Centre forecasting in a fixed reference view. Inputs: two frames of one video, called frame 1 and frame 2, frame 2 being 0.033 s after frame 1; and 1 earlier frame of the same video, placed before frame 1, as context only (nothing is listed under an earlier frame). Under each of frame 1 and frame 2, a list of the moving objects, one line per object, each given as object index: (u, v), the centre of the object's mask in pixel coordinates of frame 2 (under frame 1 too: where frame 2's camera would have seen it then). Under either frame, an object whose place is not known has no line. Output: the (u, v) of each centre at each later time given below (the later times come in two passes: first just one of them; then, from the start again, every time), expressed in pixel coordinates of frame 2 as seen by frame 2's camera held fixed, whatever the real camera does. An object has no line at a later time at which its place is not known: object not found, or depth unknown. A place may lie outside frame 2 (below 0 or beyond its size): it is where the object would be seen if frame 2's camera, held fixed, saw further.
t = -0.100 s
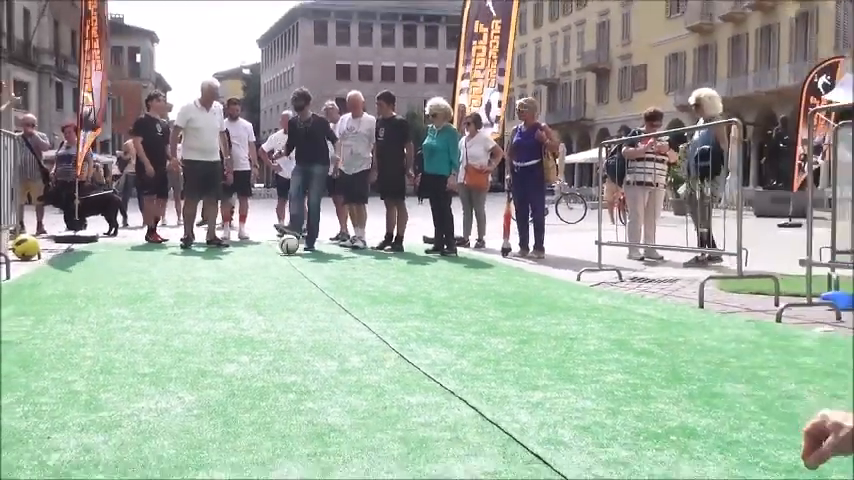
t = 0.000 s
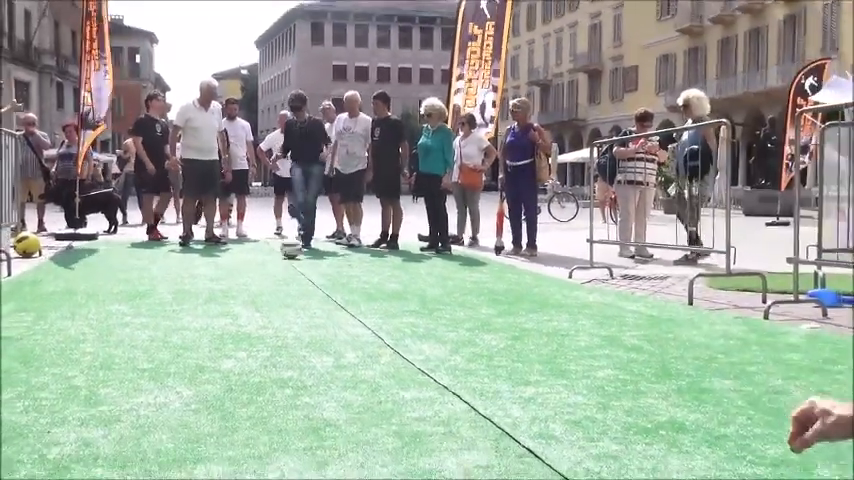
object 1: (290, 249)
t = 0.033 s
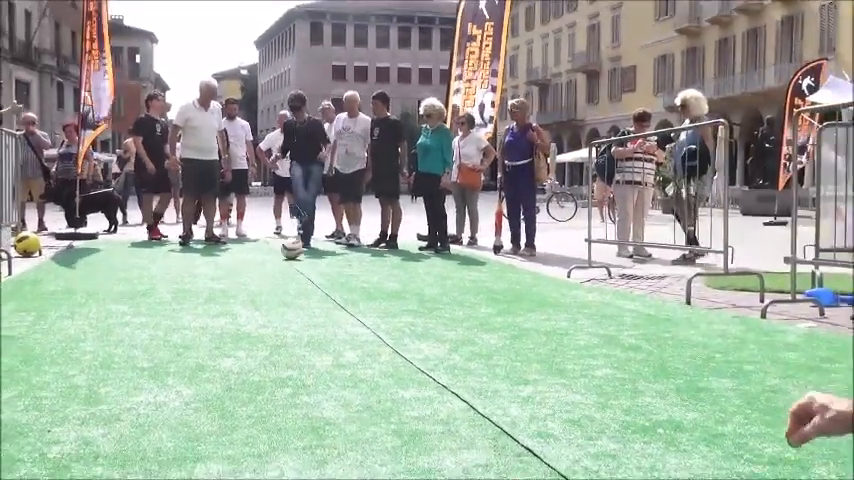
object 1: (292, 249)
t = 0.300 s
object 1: (312, 264)
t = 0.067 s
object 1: (293, 251)
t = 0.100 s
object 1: (295, 253)
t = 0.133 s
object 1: (296, 253)
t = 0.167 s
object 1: (298, 255)
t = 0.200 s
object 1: (302, 256)
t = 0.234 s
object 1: (304, 258)
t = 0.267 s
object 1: (308, 261)
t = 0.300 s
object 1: (312, 264)
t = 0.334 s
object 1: (314, 267)
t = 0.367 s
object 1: (318, 268)
